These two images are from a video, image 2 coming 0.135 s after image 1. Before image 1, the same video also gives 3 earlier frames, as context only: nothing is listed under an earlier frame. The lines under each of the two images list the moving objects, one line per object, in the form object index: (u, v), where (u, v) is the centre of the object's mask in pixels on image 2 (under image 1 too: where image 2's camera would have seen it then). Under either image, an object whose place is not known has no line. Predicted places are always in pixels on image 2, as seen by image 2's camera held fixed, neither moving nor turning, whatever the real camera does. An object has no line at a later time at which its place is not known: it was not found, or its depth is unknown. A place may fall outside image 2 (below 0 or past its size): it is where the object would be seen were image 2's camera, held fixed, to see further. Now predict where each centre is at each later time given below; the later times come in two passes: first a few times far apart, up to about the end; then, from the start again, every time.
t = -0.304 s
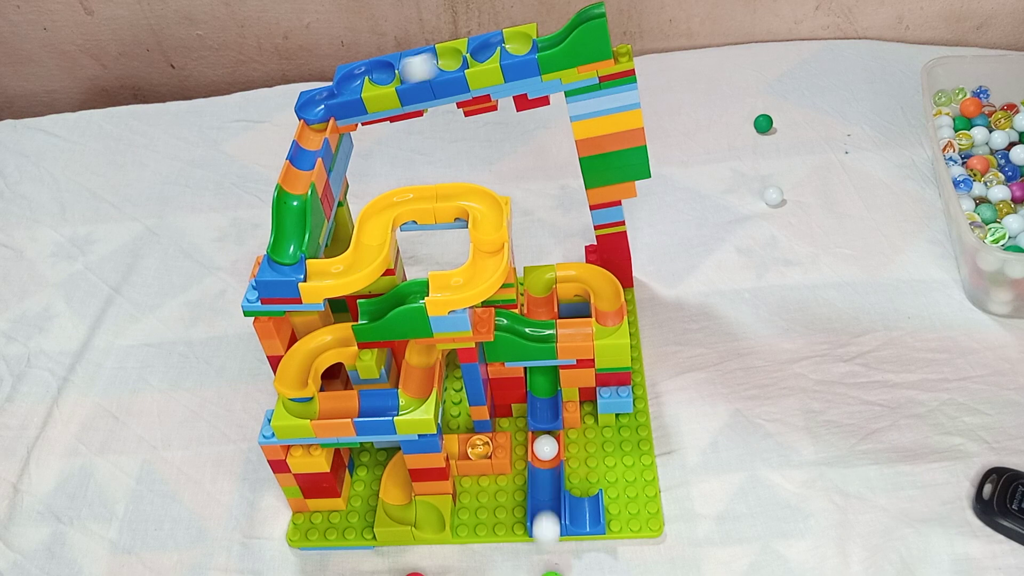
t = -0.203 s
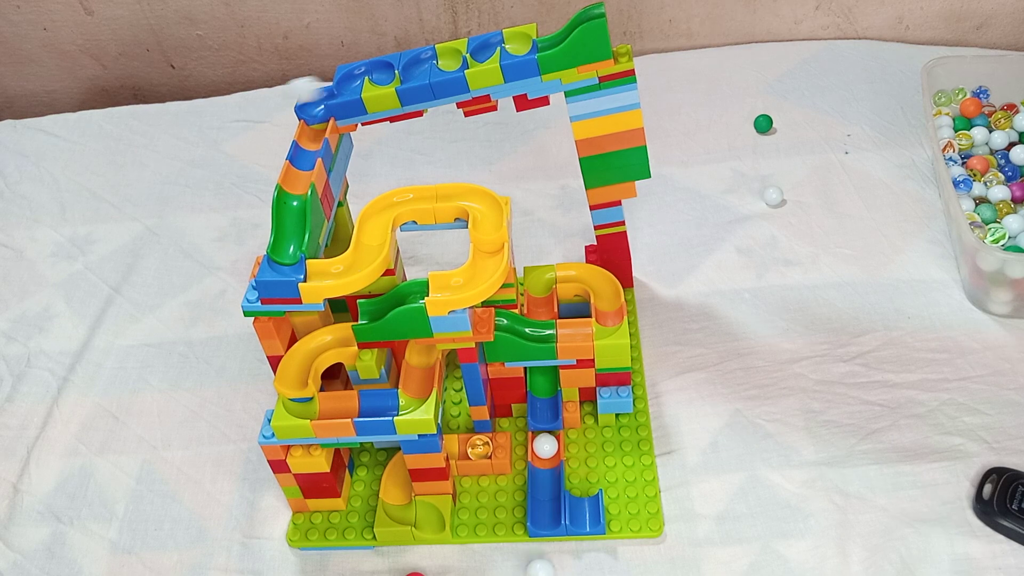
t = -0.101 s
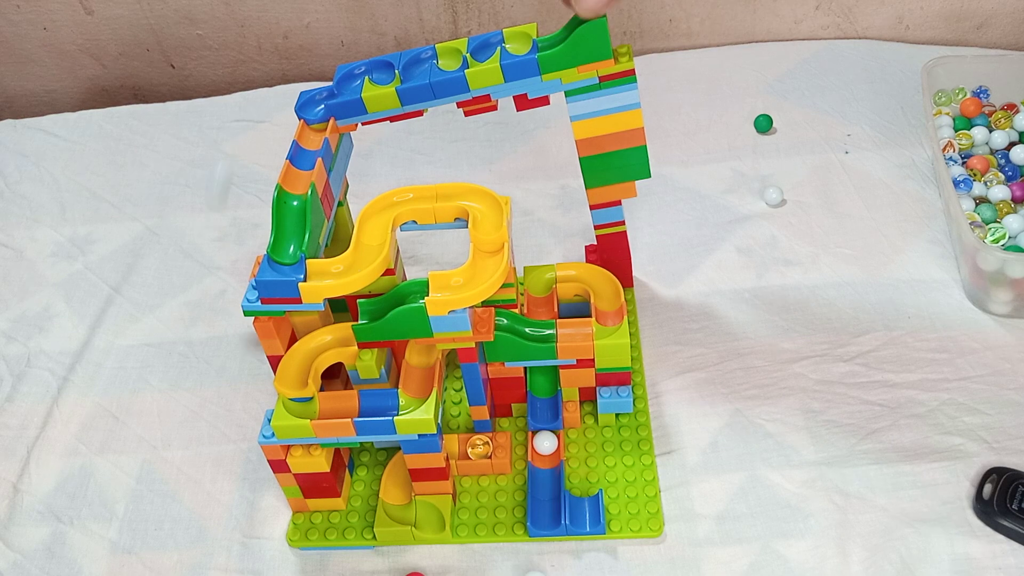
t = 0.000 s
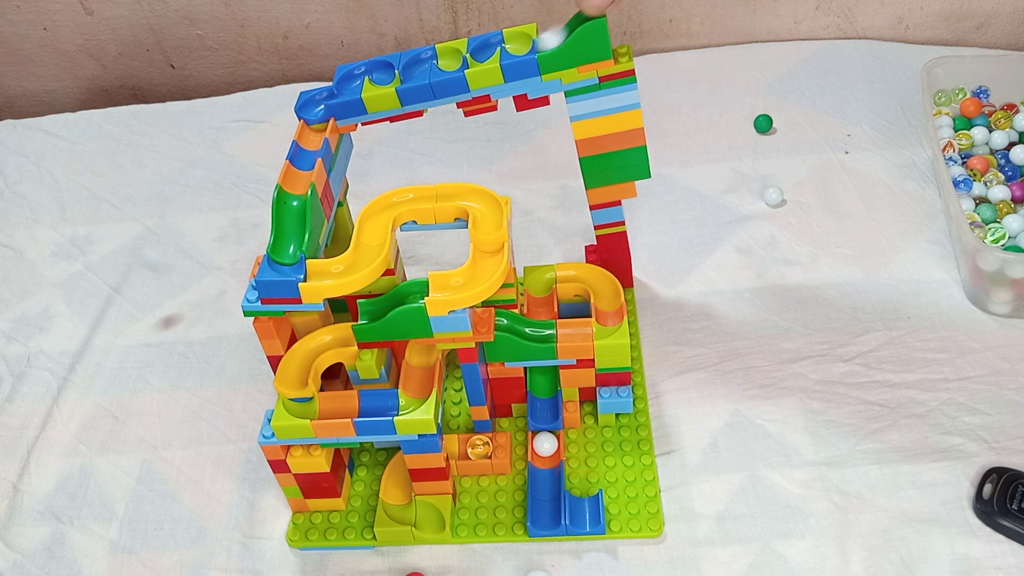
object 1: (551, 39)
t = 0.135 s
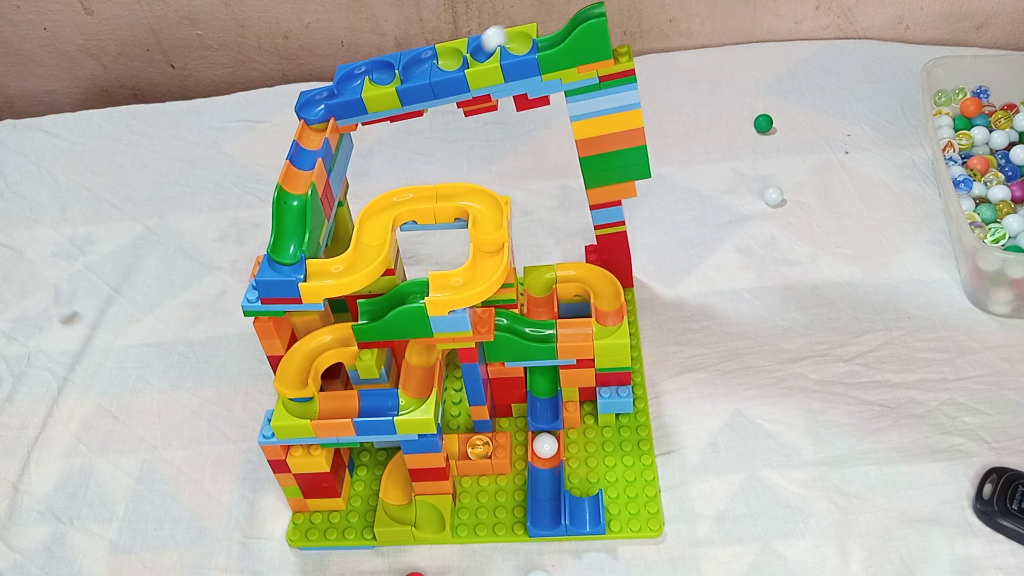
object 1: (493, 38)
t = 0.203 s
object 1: (481, 52)
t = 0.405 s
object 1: (440, 53)
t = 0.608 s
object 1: (388, 78)
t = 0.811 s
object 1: (347, 79)
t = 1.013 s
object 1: (312, 123)
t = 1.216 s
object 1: (301, 168)
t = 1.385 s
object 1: (291, 213)
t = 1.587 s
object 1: (368, 250)
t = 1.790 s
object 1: (427, 194)
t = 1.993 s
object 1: (488, 222)
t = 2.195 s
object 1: (452, 283)
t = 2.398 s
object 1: (362, 312)
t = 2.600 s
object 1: (312, 412)
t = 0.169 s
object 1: (483, 47)
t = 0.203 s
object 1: (481, 52)
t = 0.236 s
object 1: (474, 57)
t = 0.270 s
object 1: (461, 62)
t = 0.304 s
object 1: (451, 62)
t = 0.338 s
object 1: (448, 59)
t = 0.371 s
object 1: (448, 55)
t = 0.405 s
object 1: (440, 53)
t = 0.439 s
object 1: (429, 53)
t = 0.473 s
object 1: (419, 58)
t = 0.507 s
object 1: (413, 65)
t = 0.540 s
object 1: (411, 70)
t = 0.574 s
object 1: (400, 76)
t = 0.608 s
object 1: (388, 78)
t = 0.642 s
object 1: (381, 75)
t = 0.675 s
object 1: (382, 70)
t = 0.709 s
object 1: (376, 67)
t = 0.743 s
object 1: (366, 66)
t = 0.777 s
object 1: (353, 73)
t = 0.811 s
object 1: (347, 79)
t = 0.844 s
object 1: (343, 85)
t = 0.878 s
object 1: (332, 91)
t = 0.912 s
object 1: (321, 95)
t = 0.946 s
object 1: (312, 102)
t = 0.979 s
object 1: (308, 108)
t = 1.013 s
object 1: (312, 123)
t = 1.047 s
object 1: (311, 133)
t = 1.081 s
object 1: (310, 140)
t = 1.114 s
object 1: (307, 148)
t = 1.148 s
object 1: (304, 155)
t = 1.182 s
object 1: (302, 162)
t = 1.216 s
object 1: (301, 168)
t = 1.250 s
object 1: (298, 175)
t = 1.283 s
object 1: (296, 181)
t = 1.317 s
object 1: (294, 188)
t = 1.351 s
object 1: (292, 196)
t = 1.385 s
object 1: (291, 213)
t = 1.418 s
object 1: (289, 239)
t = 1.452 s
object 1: (284, 260)
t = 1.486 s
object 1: (303, 268)
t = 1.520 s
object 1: (330, 269)
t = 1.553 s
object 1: (353, 262)
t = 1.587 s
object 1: (368, 250)
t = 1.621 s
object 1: (372, 237)
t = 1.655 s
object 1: (374, 223)
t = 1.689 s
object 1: (379, 210)
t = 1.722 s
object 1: (392, 201)
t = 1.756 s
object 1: (408, 195)
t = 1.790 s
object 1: (427, 194)
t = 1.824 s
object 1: (444, 193)
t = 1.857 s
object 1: (461, 192)
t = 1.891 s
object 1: (474, 197)
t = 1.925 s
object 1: (485, 203)
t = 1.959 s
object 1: (488, 213)
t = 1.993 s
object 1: (488, 222)
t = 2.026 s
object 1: (487, 236)
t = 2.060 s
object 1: (489, 256)
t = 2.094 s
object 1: (484, 266)
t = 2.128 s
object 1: (476, 274)
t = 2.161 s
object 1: (464, 280)
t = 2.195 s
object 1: (452, 283)
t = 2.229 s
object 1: (439, 284)
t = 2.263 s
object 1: (428, 285)
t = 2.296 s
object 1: (416, 290)
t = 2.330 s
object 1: (403, 294)
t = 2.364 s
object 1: (387, 302)
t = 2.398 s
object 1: (362, 312)
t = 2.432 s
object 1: (334, 318)
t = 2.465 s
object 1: (310, 337)
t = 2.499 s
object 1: (298, 363)
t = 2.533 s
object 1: (291, 386)
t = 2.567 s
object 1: (296, 404)
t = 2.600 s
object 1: (312, 412)
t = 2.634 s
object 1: (329, 425)
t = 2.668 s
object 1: (353, 456)
